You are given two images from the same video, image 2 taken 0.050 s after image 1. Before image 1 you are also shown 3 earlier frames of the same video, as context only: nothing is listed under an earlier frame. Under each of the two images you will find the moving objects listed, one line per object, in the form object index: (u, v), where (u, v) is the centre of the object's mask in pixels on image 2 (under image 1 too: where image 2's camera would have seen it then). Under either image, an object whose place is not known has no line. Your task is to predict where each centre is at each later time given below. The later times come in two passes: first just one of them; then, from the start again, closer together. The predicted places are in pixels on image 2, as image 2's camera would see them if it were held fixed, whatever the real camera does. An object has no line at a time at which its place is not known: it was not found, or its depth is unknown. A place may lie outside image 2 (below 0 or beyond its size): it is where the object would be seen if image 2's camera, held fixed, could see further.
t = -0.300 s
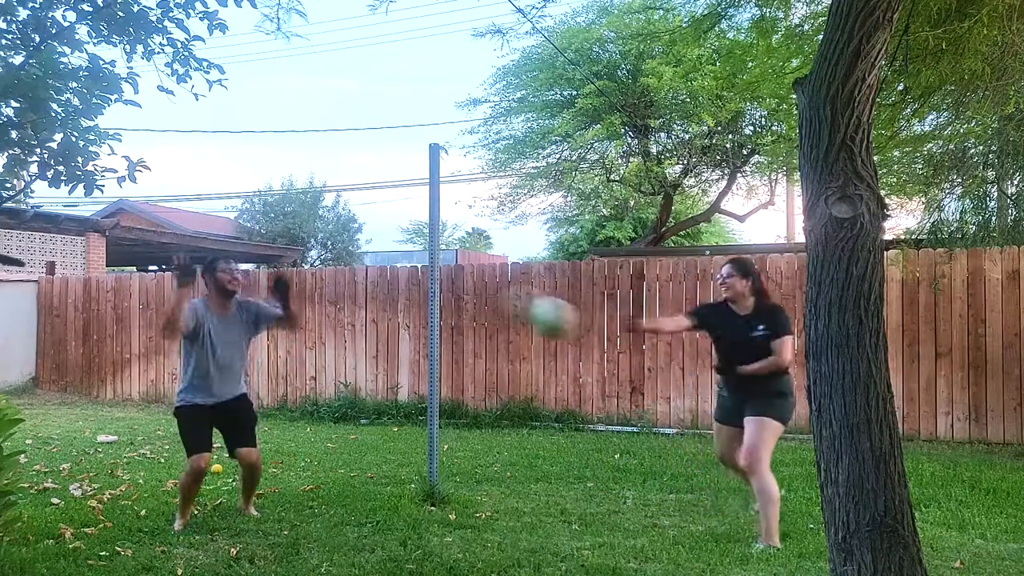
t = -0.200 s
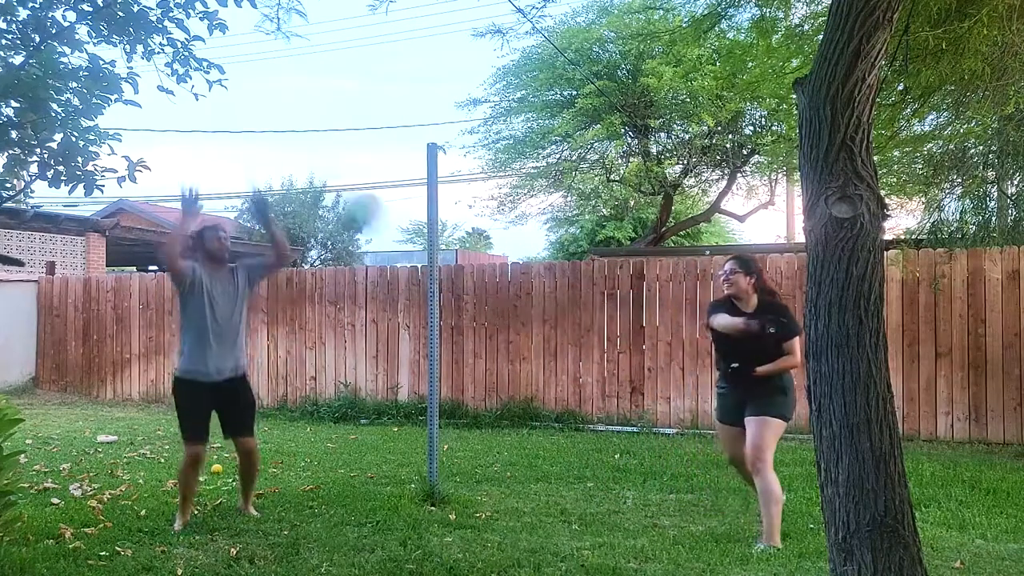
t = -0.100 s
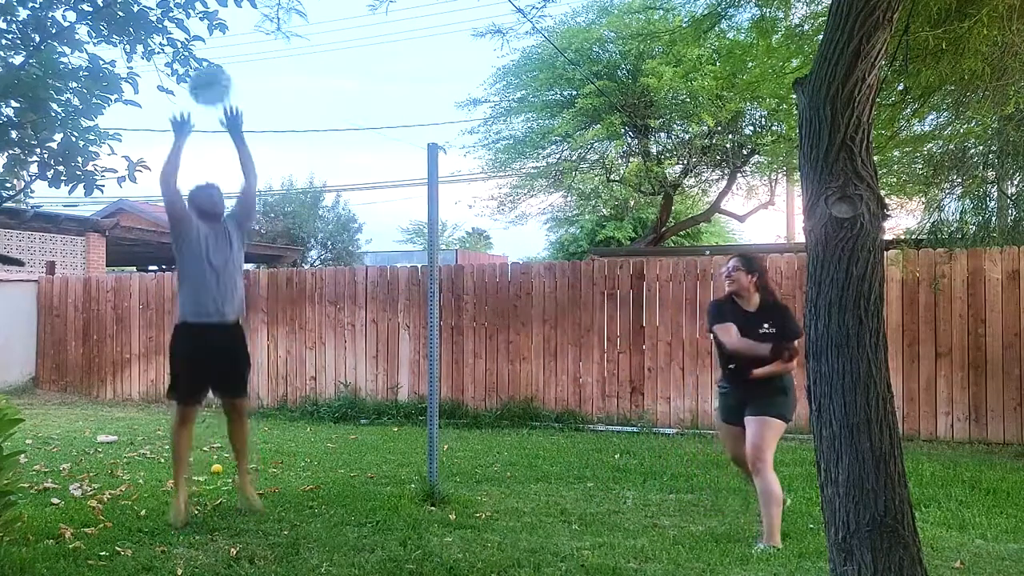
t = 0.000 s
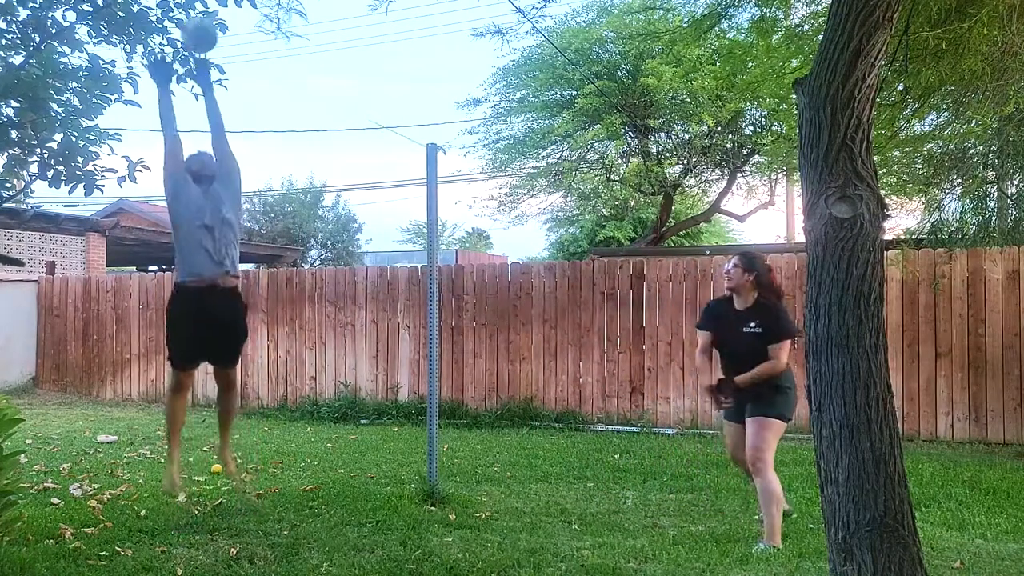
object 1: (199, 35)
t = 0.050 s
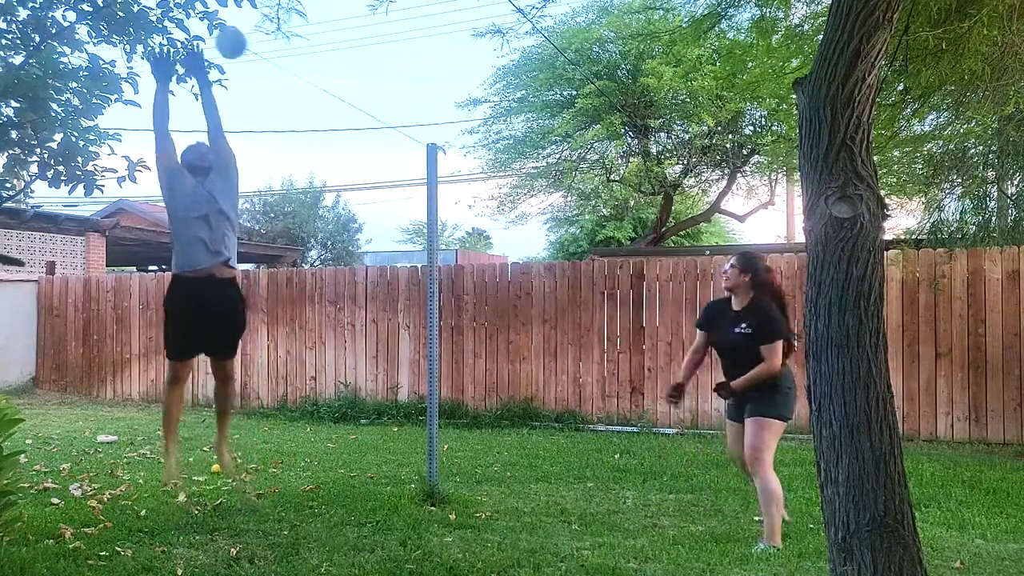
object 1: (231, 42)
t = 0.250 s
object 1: (418, 151)
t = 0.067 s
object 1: (244, 47)
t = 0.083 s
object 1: (258, 53)
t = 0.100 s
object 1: (273, 60)
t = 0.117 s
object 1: (288, 68)
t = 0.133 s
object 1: (304, 77)
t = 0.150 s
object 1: (320, 86)
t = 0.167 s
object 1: (336, 96)
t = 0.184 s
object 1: (353, 106)
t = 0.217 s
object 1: (386, 128)
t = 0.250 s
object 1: (418, 151)
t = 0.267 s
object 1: (441, 163)
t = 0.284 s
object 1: (452, 174)
